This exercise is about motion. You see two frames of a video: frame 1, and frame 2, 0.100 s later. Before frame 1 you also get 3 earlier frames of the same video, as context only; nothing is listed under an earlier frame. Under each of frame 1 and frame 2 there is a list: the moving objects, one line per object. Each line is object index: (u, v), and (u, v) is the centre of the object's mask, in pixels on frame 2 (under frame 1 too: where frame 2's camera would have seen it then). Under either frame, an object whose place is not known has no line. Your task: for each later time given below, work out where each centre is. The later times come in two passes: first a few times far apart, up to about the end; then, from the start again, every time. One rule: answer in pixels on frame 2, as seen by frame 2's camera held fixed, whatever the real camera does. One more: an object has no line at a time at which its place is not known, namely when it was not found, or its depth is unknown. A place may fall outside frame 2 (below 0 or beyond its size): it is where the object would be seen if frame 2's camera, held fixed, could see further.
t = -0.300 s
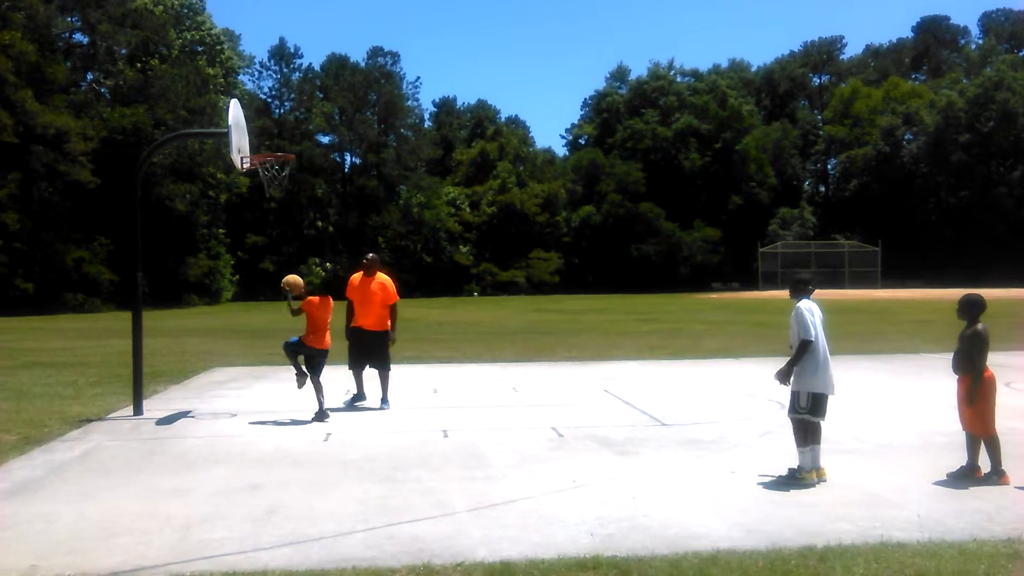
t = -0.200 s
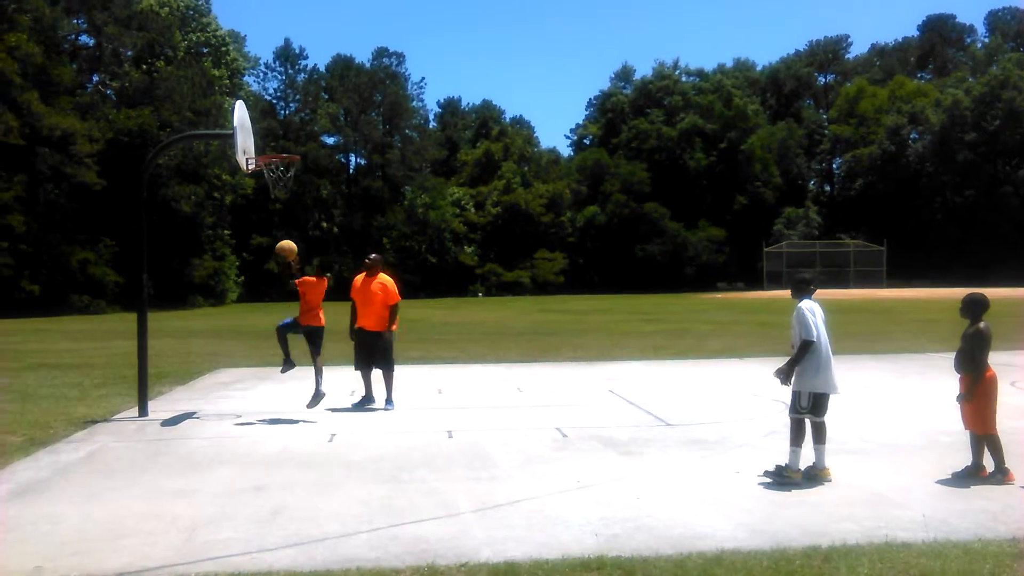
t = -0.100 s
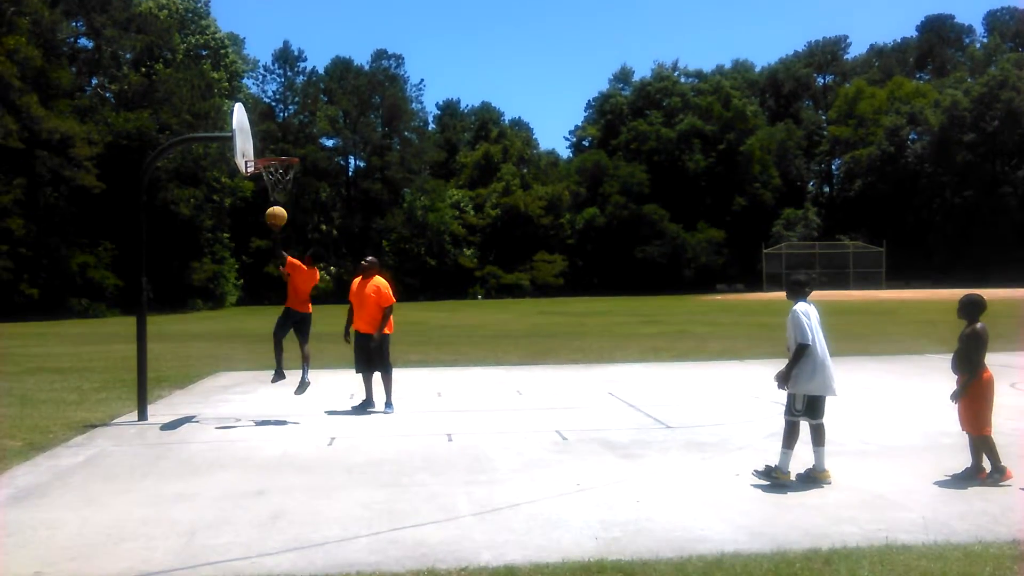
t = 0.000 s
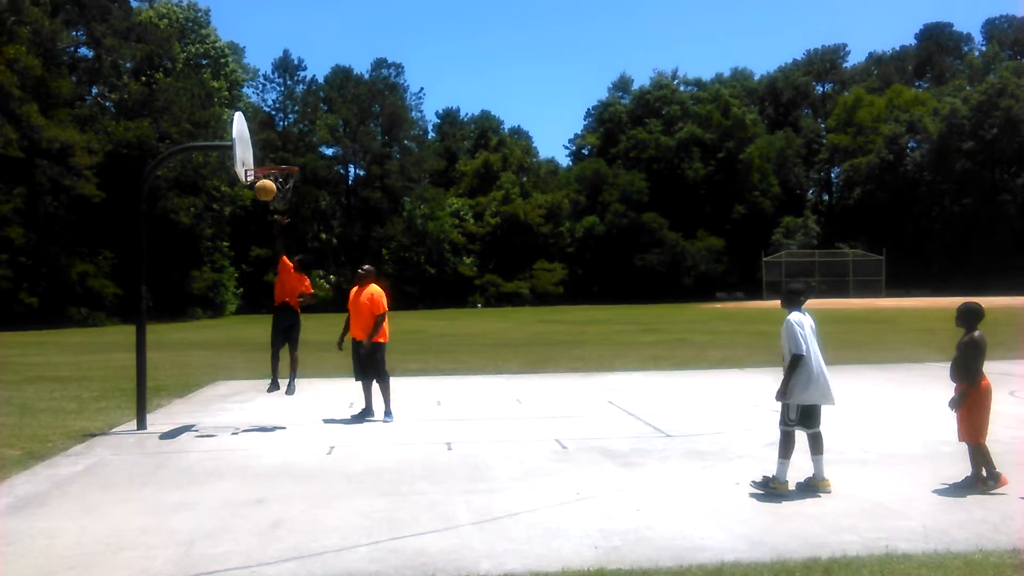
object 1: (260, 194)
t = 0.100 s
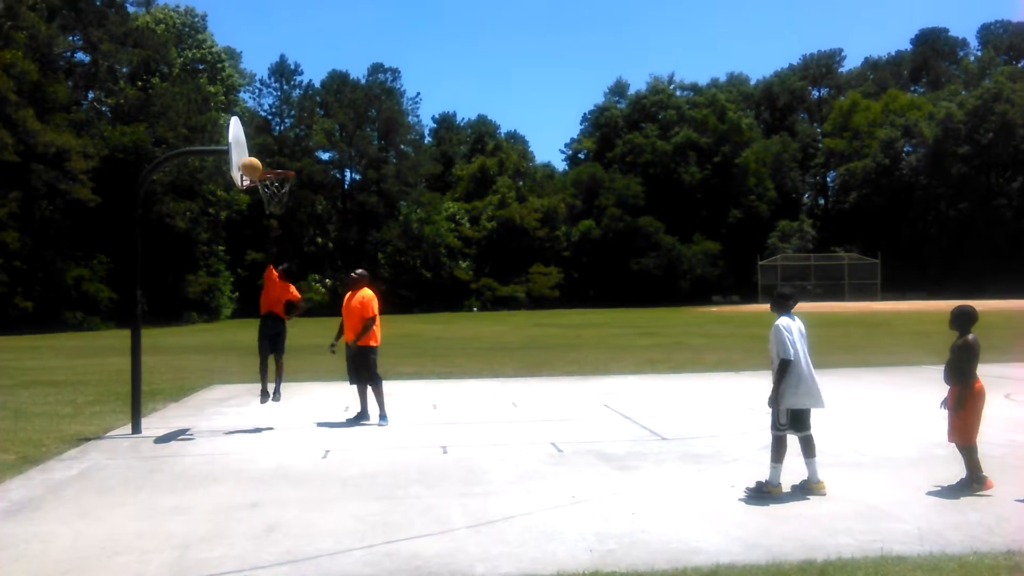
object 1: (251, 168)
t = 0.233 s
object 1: (253, 150)
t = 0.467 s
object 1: (272, 159)
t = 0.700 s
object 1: (281, 201)
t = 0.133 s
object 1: (247, 161)
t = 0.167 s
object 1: (247, 156)
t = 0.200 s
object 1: (250, 152)
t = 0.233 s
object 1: (253, 150)
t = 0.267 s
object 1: (256, 149)
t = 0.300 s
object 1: (258, 148)
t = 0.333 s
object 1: (261, 149)
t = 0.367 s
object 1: (264, 150)
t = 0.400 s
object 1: (267, 152)
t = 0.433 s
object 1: (270, 155)
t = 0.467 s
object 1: (272, 159)
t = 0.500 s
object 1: (275, 163)
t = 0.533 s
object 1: (278, 170)
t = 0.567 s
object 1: (281, 176)
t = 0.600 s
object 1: (281, 183)
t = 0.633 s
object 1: (281, 190)
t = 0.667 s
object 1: (282, 196)
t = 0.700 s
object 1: (281, 201)
